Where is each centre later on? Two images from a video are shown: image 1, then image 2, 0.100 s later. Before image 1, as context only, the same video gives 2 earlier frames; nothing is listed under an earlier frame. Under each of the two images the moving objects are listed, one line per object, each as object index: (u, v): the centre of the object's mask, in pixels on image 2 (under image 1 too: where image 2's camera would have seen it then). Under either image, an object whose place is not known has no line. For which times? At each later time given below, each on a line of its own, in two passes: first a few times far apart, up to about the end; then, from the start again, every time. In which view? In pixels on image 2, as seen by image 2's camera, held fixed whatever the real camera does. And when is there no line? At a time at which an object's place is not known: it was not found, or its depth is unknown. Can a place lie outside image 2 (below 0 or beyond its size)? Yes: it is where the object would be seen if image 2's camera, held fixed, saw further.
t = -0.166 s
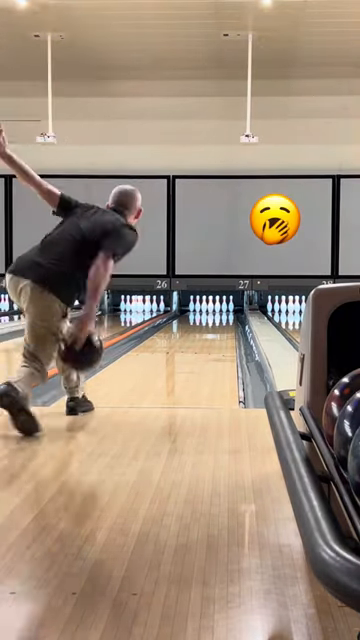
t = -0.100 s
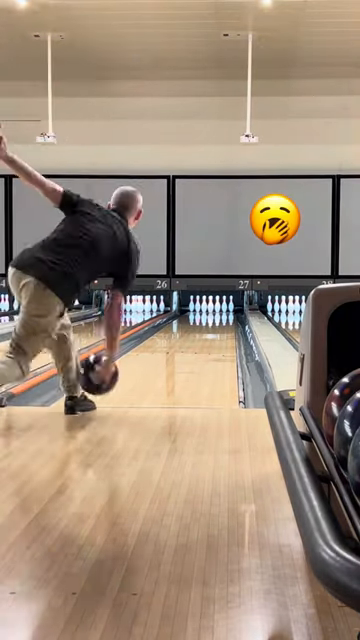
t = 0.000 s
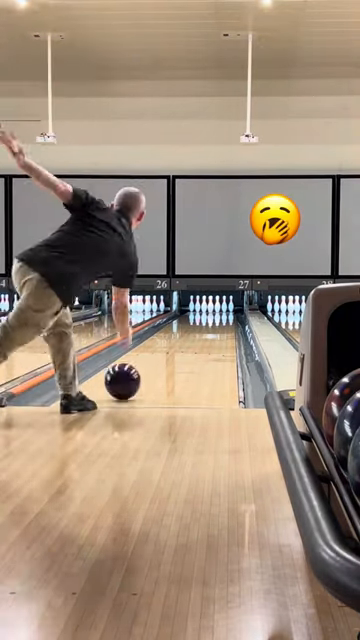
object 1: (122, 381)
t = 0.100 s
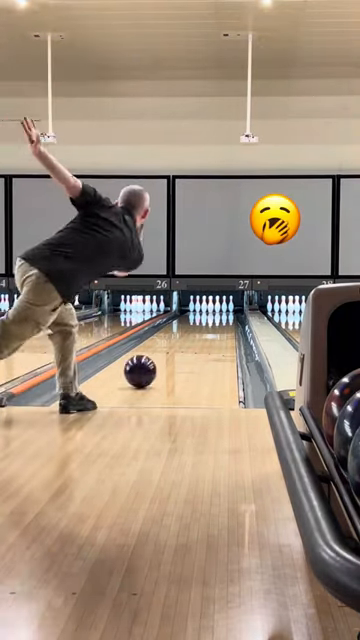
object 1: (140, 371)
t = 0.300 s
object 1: (166, 355)
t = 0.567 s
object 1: (188, 342)
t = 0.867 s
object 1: (205, 332)
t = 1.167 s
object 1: (216, 324)
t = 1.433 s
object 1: (222, 320)
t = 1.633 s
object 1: (225, 317)
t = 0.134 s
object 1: (145, 368)
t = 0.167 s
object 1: (150, 365)
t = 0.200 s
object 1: (154, 362)
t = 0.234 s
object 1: (158, 360)
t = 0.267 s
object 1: (162, 357)
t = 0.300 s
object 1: (166, 355)
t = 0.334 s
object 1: (169, 353)
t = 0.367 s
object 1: (172, 352)
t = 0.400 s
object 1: (175, 350)
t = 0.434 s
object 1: (178, 348)
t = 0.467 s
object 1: (181, 347)
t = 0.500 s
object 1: (184, 345)
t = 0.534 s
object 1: (186, 343)
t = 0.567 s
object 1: (188, 342)
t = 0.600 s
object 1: (191, 341)
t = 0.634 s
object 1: (193, 339)
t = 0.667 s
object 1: (195, 338)
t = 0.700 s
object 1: (197, 337)
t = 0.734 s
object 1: (198, 336)
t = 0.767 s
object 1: (200, 335)
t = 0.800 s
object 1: (202, 334)
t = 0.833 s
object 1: (203, 333)
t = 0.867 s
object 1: (205, 332)
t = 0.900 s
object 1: (206, 331)
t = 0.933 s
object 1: (207, 330)
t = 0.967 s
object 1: (209, 329)
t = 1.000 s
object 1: (210, 328)
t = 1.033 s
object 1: (211, 328)
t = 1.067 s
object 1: (213, 327)
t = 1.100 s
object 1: (214, 326)
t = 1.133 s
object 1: (214, 325)
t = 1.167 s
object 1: (216, 324)
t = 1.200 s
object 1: (216, 324)
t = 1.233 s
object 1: (218, 323)
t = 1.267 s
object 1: (218, 322)
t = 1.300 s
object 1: (219, 322)
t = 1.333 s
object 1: (220, 321)
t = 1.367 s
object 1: (220, 320)
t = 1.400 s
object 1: (221, 320)
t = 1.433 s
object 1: (222, 320)
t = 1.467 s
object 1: (223, 319)
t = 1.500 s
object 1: (223, 318)
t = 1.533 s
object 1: (223, 318)
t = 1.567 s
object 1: (224, 318)
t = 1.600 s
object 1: (224, 317)
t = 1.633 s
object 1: (225, 317)
